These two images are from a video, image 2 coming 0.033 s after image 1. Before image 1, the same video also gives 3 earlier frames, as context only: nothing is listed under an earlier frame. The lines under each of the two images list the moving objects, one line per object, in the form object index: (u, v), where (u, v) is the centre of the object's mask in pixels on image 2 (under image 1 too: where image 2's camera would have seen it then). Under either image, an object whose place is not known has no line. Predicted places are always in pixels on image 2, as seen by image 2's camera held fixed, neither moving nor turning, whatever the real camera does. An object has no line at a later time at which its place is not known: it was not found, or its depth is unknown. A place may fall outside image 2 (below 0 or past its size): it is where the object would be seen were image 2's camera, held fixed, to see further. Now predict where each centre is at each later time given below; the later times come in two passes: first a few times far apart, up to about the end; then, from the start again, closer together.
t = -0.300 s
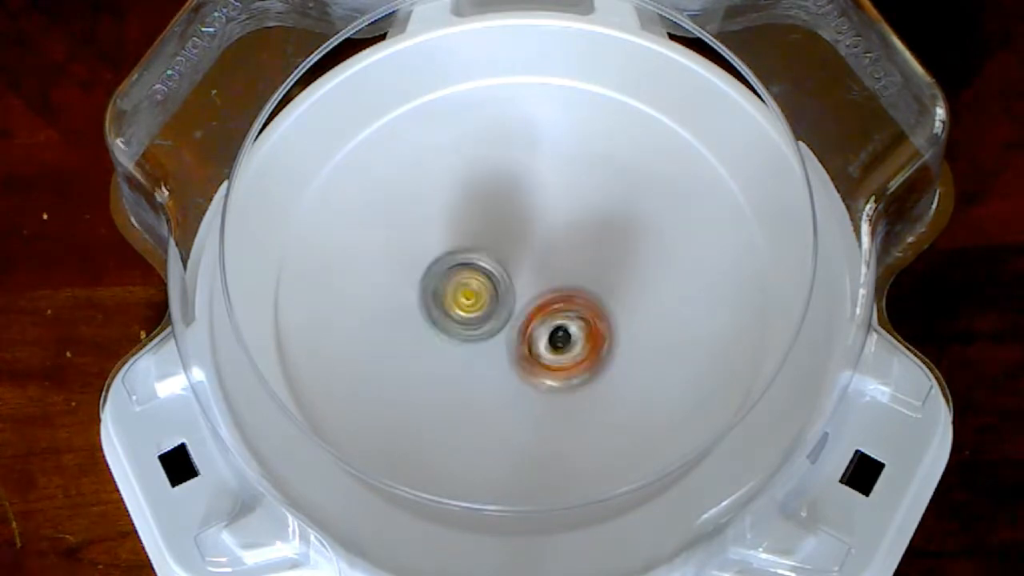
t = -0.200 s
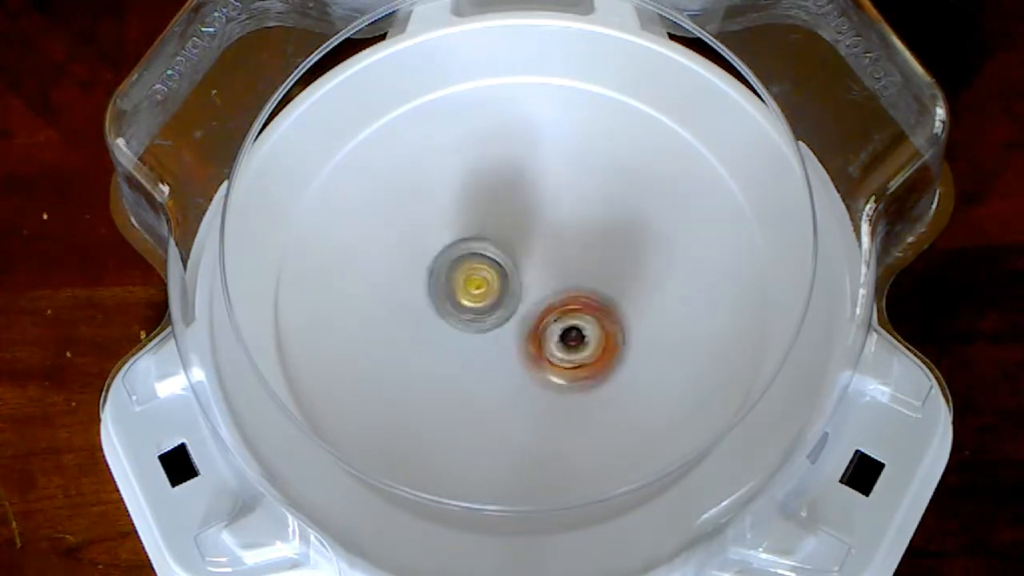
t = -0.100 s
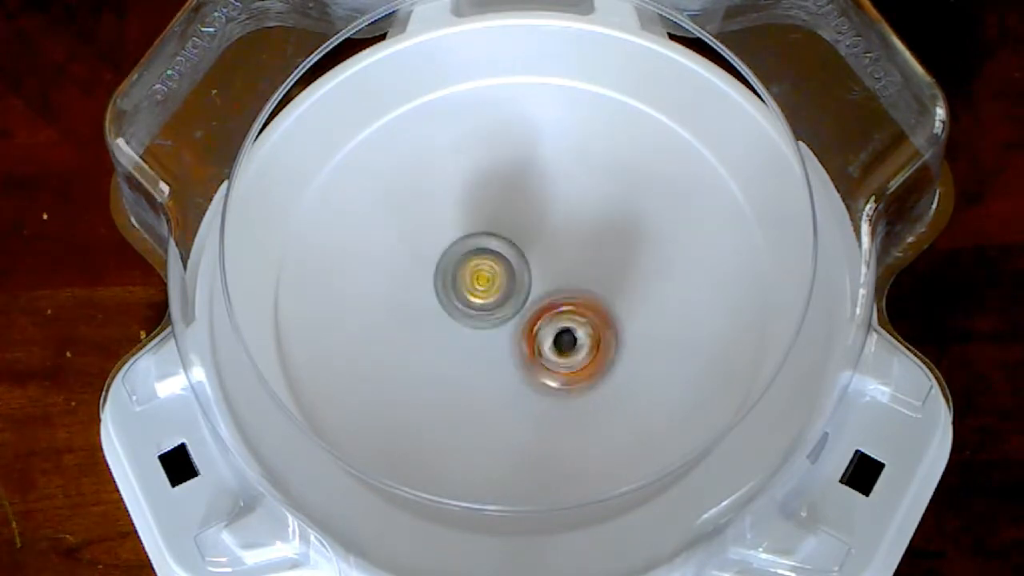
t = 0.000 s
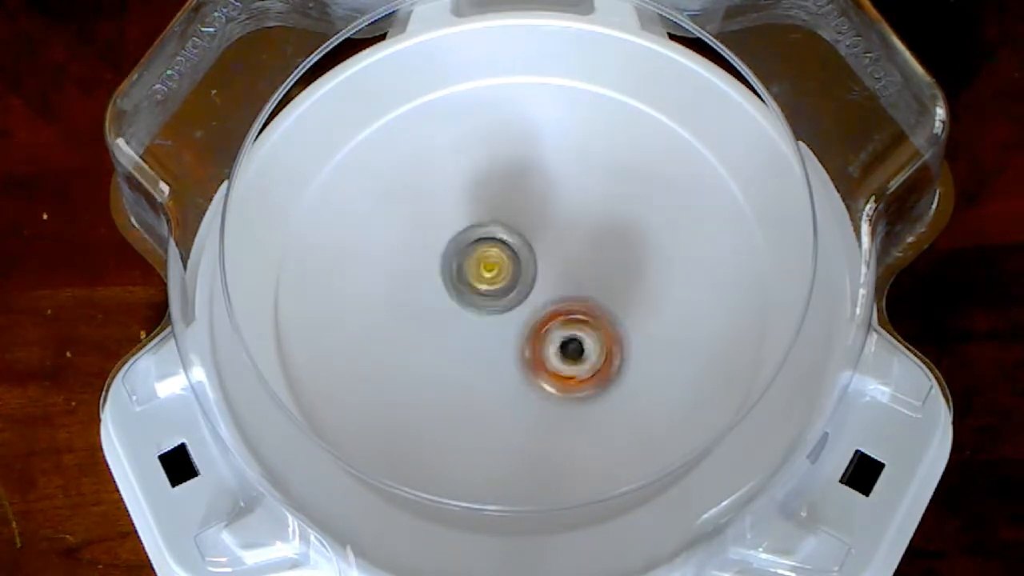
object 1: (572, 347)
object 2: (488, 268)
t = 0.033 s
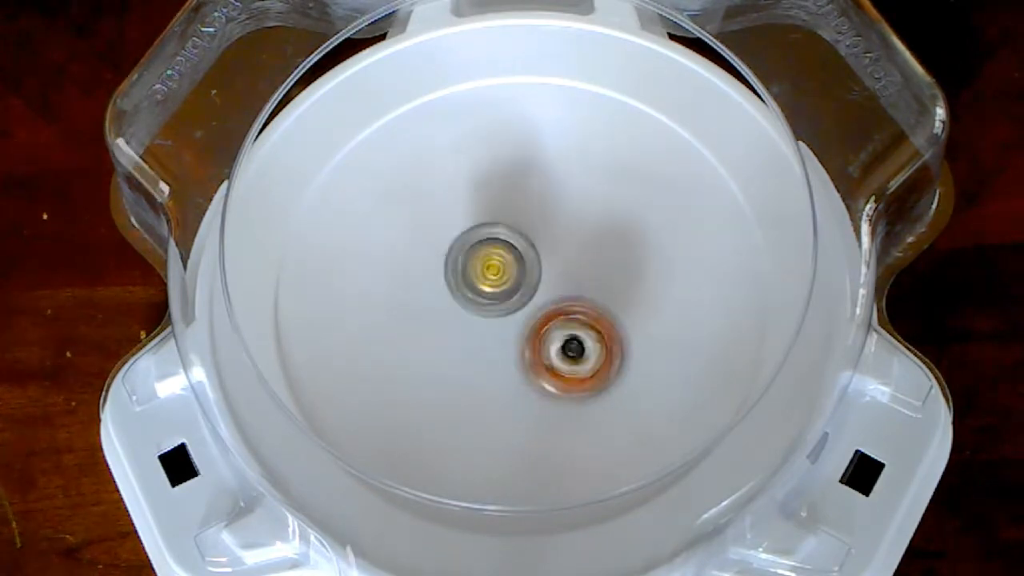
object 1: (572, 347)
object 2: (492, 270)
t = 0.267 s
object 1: (564, 356)
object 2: (504, 271)
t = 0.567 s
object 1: (553, 358)
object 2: (497, 275)
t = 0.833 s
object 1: (532, 361)
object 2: (494, 268)
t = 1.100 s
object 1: (507, 366)
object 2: (497, 270)
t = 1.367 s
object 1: (492, 366)
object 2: (504, 268)
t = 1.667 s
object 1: (482, 363)
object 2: (515, 264)
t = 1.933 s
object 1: (472, 359)
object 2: (521, 266)
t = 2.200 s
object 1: (459, 349)
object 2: (519, 265)
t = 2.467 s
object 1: (449, 345)
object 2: (526, 261)
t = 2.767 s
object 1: (444, 330)
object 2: (522, 261)
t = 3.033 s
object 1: (423, 321)
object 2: (535, 267)
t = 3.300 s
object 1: (419, 326)
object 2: (575, 259)
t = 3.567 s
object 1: (458, 310)
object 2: (558, 259)
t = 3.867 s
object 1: (466, 287)
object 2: (563, 240)
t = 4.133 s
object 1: (467, 295)
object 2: (563, 235)
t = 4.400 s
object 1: (478, 320)
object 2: (547, 246)
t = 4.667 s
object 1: (488, 330)
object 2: (538, 236)
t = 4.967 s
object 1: (503, 319)
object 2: (528, 231)
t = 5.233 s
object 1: (533, 359)
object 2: (503, 226)
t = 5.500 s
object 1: (551, 354)
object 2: (488, 251)
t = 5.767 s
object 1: (549, 354)
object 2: (531, 241)
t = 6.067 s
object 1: (549, 354)
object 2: (530, 249)
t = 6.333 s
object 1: (549, 354)
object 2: (488, 246)
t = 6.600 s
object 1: (549, 354)
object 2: (488, 251)
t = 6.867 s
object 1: (549, 354)
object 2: (530, 251)
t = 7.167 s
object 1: (549, 354)
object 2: (523, 260)
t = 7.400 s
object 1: (549, 354)
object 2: (489, 250)
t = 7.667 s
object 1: (549, 354)
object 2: (498, 264)
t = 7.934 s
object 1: (549, 354)
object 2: (530, 253)
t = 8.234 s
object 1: (549, 354)
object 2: (497, 264)
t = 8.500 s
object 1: (549, 354)
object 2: (491, 258)
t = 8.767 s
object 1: (549, 354)
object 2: (525, 259)
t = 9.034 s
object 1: (549, 354)
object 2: (510, 266)
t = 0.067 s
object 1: (571, 347)
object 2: (493, 270)
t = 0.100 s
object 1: (567, 347)
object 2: (495, 270)
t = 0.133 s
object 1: (565, 349)
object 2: (498, 268)
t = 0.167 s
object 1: (563, 351)
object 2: (500, 270)
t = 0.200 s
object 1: (563, 352)
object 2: (502, 273)
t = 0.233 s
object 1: (564, 355)
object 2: (503, 273)
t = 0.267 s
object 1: (564, 356)
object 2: (504, 271)
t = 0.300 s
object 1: (563, 356)
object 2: (504, 271)
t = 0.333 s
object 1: (562, 357)
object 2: (505, 272)
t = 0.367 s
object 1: (559, 356)
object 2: (503, 274)
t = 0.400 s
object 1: (557, 358)
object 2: (503, 274)
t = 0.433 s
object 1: (556, 358)
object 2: (503, 275)
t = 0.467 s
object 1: (555, 361)
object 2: (501, 275)
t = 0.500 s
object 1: (556, 361)
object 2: (500, 274)
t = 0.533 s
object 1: (556, 360)
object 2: (499, 275)
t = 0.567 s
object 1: (553, 358)
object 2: (497, 275)
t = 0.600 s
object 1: (549, 357)
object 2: (496, 275)
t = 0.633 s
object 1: (543, 360)
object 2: (495, 273)
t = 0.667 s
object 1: (542, 361)
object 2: (495, 272)
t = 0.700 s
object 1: (540, 363)
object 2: (494, 272)
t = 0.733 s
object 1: (540, 363)
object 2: (494, 271)
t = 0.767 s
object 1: (538, 362)
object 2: (493, 270)
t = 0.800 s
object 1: (536, 360)
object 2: (494, 269)
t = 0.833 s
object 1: (532, 361)
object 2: (494, 268)
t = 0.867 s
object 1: (530, 363)
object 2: (494, 269)
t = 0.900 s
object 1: (526, 363)
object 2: (494, 268)
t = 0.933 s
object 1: (523, 364)
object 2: (495, 268)
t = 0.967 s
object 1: (520, 364)
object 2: (495, 268)
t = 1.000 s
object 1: (516, 364)
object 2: (496, 269)
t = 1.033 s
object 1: (512, 365)
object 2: (496, 269)
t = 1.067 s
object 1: (510, 365)
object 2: (497, 270)
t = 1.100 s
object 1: (507, 366)
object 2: (497, 270)
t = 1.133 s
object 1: (505, 368)
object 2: (498, 269)
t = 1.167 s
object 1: (503, 370)
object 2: (500, 268)
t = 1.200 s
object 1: (500, 370)
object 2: (503, 270)
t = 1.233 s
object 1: (498, 370)
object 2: (500, 271)
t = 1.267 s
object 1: (497, 369)
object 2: (499, 270)
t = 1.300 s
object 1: (496, 368)
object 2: (500, 269)
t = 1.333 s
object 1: (493, 366)
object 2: (503, 269)
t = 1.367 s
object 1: (492, 366)
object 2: (504, 268)
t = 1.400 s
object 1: (489, 365)
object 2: (506, 269)
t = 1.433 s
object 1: (487, 368)
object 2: (505, 268)
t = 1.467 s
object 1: (488, 369)
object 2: (508, 265)
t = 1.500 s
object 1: (489, 370)
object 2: (508, 266)
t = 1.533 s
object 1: (492, 369)
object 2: (510, 266)
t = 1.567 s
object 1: (491, 364)
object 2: (509, 266)
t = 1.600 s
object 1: (487, 362)
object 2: (512, 262)
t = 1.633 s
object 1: (484, 362)
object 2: (514, 262)
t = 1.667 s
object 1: (482, 363)
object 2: (515, 264)
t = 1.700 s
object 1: (479, 364)
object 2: (515, 264)
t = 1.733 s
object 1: (479, 365)
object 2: (515, 263)
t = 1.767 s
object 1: (478, 364)
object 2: (515, 264)
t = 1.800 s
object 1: (478, 360)
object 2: (516, 265)
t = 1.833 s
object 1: (475, 361)
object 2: (520, 263)
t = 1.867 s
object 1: (472, 363)
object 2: (523, 262)
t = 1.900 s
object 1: (472, 362)
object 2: (525, 264)
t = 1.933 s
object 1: (472, 359)
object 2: (521, 266)
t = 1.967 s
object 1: (471, 357)
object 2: (520, 265)
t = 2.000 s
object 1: (470, 355)
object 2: (520, 263)
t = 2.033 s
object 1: (469, 351)
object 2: (523, 262)
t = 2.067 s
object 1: (463, 350)
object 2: (522, 265)
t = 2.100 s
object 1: (459, 351)
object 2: (521, 266)
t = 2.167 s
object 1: (457, 351)
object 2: (519, 265)
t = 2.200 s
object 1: (459, 349)
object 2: (519, 265)
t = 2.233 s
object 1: (456, 350)
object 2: (522, 263)
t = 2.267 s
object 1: (454, 351)
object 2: (528, 263)
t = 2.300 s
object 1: (453, 347)
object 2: (527, 265)
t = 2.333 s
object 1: (451, 344)
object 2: (523, 265)
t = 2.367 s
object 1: (449, 344)
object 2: (521, 262)
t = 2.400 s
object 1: (448, 344)
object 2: (523, 259)
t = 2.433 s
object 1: (448, 344)
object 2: (525, 260)
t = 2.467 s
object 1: (449, 345)
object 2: (526, 261)
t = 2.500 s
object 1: (452, 343)
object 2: (524, 263)
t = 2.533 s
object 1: (451, 339)
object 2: (522, 262)
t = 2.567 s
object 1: (449, 338)
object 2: (525, 260)
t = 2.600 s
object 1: (448, 335)
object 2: (527, 260)
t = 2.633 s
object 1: (446, 334)
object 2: (526, 263)
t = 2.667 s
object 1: (443, 335)
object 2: (523, 263)
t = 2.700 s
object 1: (442, 334)
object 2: (521, 262)
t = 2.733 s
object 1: (442, 333)
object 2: (521, 261)
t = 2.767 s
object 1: (444, 330)
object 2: (522, 261)
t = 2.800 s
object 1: (443, 328)
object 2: (525, 261)
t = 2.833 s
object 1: (440, 328)
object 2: (528, 262)
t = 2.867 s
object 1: (440, 324)
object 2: (528, 265)
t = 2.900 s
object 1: (435, 325)
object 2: (532, 263)
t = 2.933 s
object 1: (430, 328)
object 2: (537, 263)
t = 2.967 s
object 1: (427, 324)
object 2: (539, 267)
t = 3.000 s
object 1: (424, 322)
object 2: (536, 268)
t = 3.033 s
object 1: (423, 321)
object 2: (535, 267)
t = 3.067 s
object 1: (425, 321)
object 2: (535, 265)
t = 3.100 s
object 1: (427, 317)
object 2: (536, 264)
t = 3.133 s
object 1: (428, 312)
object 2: (537, 267)
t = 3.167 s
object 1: (431, 310)
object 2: (535, 270)
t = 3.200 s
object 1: (433, 313)
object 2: (538, 269)
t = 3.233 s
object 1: (422, 322)
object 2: (555, 262)
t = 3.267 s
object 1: (419, 326)
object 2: (568, 258)
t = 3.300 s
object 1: (419, 326)
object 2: (575, 259)
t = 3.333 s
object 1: (423, 324)
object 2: (575, 262)
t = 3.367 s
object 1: (425, 321)
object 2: (571, 264)
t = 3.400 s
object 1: (428, 319)
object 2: (564, 263)
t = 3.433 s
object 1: (431, 320)
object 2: (562, 261)
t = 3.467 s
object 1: (437, 319)
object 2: (562, 259)
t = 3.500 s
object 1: (444, 318)
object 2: (561, 259)
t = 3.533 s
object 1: (451, 314)
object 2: (560, 260)
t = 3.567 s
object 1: (458, 310)
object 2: (558, 259)
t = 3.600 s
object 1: (464, 304)
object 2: (555, 258)
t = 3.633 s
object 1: (467, 302)
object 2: (554, 255)
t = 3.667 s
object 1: (467, 304)
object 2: (561, 247)
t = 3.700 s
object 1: (470, 301)
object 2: (565, 241)
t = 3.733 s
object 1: (471, 297)
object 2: (564, 238)
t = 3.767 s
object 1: (473, 294)
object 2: (566, 238)
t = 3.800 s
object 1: (474, 291)
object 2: (565, 238)
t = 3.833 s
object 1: (471, 288)
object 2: (565, 239)
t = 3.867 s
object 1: (466, 287)
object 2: (563, 240)
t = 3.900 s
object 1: (463, 288)
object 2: (557, 240)
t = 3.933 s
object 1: (458, 289)
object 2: (554, 238)
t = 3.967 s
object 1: (458, 289)
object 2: (552, 238)
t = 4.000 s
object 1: (462, 287)
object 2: (553, 237)
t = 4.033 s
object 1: (466, 287)
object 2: (553, 239)
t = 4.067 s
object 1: (469, 291)
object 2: (557, 236)
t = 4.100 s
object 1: (468, 295)
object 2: (558, 236)
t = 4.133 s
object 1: (467, 295)
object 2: (563, 235)
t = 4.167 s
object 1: (466, 297)
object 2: (564, 236)
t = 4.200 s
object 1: (467, 298)
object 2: (567, 239)
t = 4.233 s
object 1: (471, 298)
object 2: (562, 241)
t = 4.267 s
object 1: (471, 301)
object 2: (556, 246)
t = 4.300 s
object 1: (469, 307)
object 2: (553, 248)
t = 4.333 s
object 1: (471, 311)
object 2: (549, 246)
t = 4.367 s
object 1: (475, 319)
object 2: (547, 247)
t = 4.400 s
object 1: (478, 320)
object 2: (547, 246)
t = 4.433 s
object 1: (479, 319)
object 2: (548, 246)
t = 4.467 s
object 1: (476, 321)
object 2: (546, 246)
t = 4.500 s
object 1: (476, 320)
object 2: (546, 248)
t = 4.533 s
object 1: (479, 317)
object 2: (541, 250)
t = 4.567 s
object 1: (480, 320)
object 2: (542, 247)
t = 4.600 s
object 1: (481, 320)
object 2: (541, 246)
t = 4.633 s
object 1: (485, 326)
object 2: (538, 239)
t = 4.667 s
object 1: (488, 330)
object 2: (538, 236)
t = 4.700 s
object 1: (495, 331)
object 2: (535, 235)
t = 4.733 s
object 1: (497, 329)
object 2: (531, 231)
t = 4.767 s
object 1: (498, 324)
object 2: (532, 231)
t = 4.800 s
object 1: (495, 325)
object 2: (531, 230)
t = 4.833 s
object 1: (493, 325)
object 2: (529, 227)
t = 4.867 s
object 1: (493, 325)
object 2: (531, 227)
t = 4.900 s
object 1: (495, 323)
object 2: (532, 230)
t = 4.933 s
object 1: (499, 321)
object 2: (531, 233)
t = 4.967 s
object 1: (503, 319)
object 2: (528, 231)
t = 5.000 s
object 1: (507, 321)
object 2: (522, 234)
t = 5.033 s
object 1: (512, 322)
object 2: (515, 235)
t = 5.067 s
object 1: (517, 332)
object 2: (508, 232)
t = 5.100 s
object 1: (522, 341)
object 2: (502, 227)
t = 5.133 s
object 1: (526, 347)
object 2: (500, 223)
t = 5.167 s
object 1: (531, 351)
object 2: (501, 223)
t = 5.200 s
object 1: (532, 356)
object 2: (502, 224)
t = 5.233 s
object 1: (533, 359)
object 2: (503, 226)
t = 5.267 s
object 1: (535, 361)
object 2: (502, 227)
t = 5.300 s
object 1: (539, 360)
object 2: (501, 228)
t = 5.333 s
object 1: (543, 359)
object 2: (498, 229)
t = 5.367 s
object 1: (546, 359)
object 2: (495, 231)
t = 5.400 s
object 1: (548, 357)
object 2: (492, 234)
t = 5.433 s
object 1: (549, 356)
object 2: (489, 238)
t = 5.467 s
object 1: (550, 354)
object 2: (488, 244)
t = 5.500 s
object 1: (551, 354)
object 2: (488, 251)
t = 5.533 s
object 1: (550, 353)
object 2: (493, 259)
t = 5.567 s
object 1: (550, 354)
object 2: (501, 264)
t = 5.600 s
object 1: (549, 354)
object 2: (512, 263)
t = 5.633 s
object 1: (549, 354)
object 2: (521, 260)
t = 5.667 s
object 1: (549, 355)
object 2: (528, 254)
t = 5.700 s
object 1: (549, 355)
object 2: (531, 249)
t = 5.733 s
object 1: (549, 354)
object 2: (532, 244)
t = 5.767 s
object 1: (549, 354)
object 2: (531, 241)
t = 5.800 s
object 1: (549, 354)
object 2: (530, 239)
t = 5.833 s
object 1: (549, 354)
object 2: (529, 237)
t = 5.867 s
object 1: (549, 354)
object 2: (529, 237)
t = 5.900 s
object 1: (549, 354)
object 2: (529, 237)
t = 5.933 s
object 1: (549, 354)
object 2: (529, 238)
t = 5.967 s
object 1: (549, 354)
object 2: (530, 239)
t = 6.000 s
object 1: (549, 354)
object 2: (531, 241)
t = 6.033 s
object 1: (549, 354)
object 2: (531, 245)
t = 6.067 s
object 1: (549, 354)
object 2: (530, 249)
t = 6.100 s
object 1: (549, 354)
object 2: (527, 254)
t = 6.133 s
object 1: (549, 354)
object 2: (522, 260)
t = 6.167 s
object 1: (549, 354)
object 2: (513, 264)
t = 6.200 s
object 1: (549, 354)
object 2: (504, 265)
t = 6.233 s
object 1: (549, 354)
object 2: (495, 263)
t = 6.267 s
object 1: (549, 354)
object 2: (490, 257)
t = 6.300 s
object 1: (549, 354)
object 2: (488, 251)
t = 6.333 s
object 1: (549, 354)
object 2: (488, 246)
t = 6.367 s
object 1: (549, 354)
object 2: (489, 243)
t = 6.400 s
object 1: (549, 354)
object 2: (490, 240)
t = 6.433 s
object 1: (549, 354)
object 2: (490, 239)
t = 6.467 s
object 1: (549, 354)
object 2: (490, 239)
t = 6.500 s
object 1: (549, 354)
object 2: (490, 240)
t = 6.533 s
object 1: (549, 354)
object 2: (489, 243)
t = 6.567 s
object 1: (549, 354)
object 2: (488, 246)
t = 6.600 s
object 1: (549, 354)
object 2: (488, 251)
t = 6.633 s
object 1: (549, 354)
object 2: (490, 256)
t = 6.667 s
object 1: (549, 354)
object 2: (495, 262)
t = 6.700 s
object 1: (549, 354)
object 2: (502, 265)
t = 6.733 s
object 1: (549, 354)
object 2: (511, 265)
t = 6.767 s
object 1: (549, 354)
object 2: (519, 263)
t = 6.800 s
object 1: (549, 354)
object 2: (525, 259)
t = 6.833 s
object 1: (549, 354)
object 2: (529, 254)
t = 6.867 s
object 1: (549, 354)
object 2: (530, 251)
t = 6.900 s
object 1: (549, 354)
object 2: (531, 248)
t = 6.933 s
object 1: (549, 354)
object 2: (532, 247)
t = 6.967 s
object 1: (549, 354)
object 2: (532, 246)
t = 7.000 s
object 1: (549, 354)
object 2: (532, 246)
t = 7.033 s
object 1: (549, 354)
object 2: (532, 247)
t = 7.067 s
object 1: (549, 354)
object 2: (531, 250)
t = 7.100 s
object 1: (549, 354)
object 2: (530, 252)
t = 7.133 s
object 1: (549, 354)
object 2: (527, 256)
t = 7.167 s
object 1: (549, 354)
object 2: (523, 260)
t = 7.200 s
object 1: (549, 354)
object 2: (517, 263)
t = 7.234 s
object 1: (549, 354)
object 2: (510, 266)
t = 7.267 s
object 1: (549, 354)
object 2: (502, 265)
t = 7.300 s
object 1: (549, 354)
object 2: (495, 263)
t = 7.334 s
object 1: (549, 354)
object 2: (491, 258)
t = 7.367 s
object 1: (549, 354)
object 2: (489, 253)
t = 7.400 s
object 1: (549, 354)
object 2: (489, 250)
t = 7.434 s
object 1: (549, 354)
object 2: (489, 248)
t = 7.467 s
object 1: (549, 354)
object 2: (489, 247)
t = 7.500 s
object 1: (549, 354)
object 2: (489, 247)
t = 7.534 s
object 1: (549, 354)
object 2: (489, 249)
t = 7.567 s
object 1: (549, 354)
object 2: (489, 252)
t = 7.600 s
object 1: (549, 354)
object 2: (490, 256)
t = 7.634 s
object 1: (549, 354)
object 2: (493, 260)
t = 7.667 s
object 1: (549, 354)
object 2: (498, 264)
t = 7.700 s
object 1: (549, 354)
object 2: (505, 266)
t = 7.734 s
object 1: (549, 354)
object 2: (512, 266)
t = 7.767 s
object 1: (549, 354)
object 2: (518, 263)
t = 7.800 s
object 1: (549, 354)
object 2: (523, 260)
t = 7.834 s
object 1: (549, 354)
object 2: (527, 258)
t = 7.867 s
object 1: (549, 354)
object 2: (529, 255)
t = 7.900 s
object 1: (549, 354)
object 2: (529, 254)
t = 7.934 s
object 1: (549, 354)
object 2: (530, 253)
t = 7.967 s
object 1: (549, 354)
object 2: (529, 253)
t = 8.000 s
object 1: (549, 354)
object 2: (529, 255)
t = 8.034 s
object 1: (549, 354)
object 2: (527, 257)
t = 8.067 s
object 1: (549, 354)
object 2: (524, 260)
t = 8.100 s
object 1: (549, 354)
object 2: (520, 262)
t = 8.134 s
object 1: (549, 354)
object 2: (515, 265)
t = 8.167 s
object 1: (549, 354)
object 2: (509, 266)
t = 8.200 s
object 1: (549, 354)
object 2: (503, 266)
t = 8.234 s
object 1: (549, 354)
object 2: (497, 264)
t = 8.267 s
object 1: (549, 354)
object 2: (493, 261)
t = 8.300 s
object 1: (549, 354)
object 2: (491, 257)
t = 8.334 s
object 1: (549, 354)
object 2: (490, 255)
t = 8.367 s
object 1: (549, 354)
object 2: (489, 253)
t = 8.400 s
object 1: (549, 354)
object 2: (489, 252)
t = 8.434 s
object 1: (549, 354)
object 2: (489, 253)
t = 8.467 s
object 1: (549, 354)
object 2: (490, 255)
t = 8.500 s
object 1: (549, 354)
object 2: (491, 258)
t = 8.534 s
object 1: (549, 354)
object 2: (493, 261)
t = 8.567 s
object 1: (549, 354)
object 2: (498, 264)
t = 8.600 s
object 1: (549, 354)
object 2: (503, 266)
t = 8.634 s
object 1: (549, 354)
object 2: (509, 266)
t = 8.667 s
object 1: (549, 354)
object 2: (514, 265)
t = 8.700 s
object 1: (549, 354)
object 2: (519, 263)
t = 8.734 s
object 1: (549, 354)
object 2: (522, 261)
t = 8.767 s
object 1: (549, 354)
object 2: (525, 259)
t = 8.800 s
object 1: (549, 354)
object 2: (526, 258)
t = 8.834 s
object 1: (549, 354)
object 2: (527, 258)
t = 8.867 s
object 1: (549, 354)
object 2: (526, 258)
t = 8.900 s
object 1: (549, 354)
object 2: (525, 259)
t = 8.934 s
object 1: (549, 355)
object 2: (523, 261)
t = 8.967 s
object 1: (549, 354)
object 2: (520, 263)
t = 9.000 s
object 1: (549, 354)
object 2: (515, 264)
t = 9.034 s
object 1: (549, 354)
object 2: (510, 266)
